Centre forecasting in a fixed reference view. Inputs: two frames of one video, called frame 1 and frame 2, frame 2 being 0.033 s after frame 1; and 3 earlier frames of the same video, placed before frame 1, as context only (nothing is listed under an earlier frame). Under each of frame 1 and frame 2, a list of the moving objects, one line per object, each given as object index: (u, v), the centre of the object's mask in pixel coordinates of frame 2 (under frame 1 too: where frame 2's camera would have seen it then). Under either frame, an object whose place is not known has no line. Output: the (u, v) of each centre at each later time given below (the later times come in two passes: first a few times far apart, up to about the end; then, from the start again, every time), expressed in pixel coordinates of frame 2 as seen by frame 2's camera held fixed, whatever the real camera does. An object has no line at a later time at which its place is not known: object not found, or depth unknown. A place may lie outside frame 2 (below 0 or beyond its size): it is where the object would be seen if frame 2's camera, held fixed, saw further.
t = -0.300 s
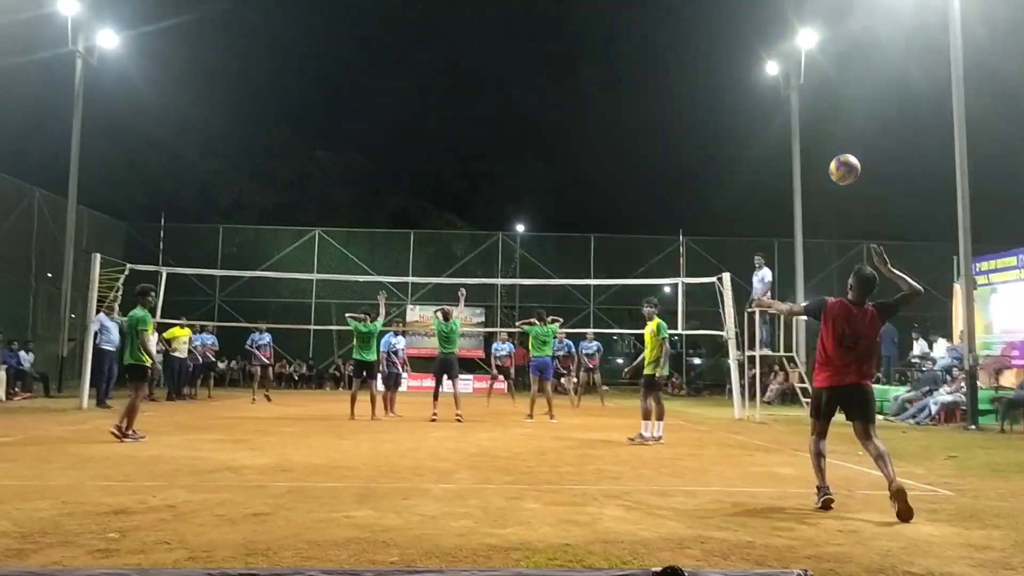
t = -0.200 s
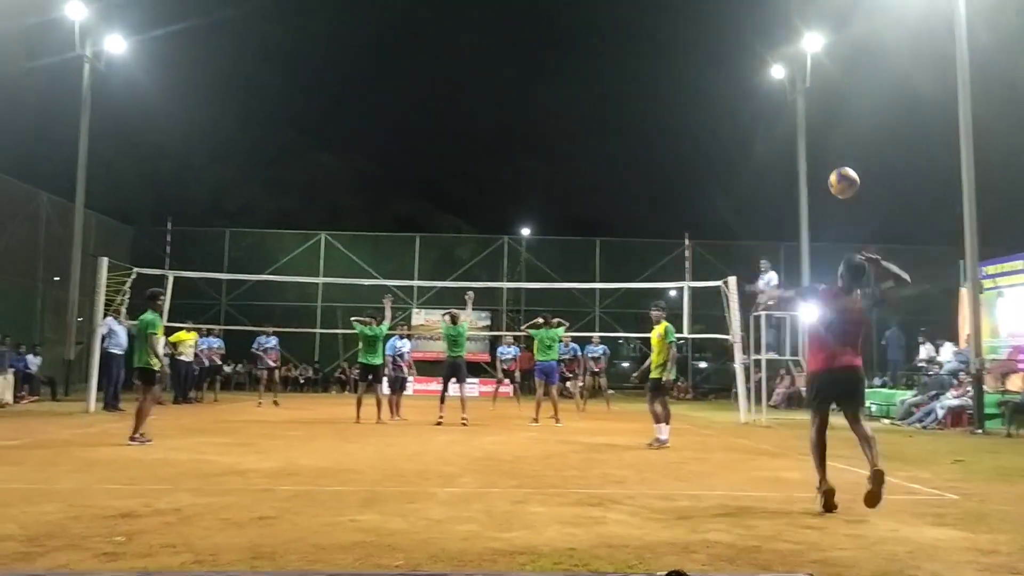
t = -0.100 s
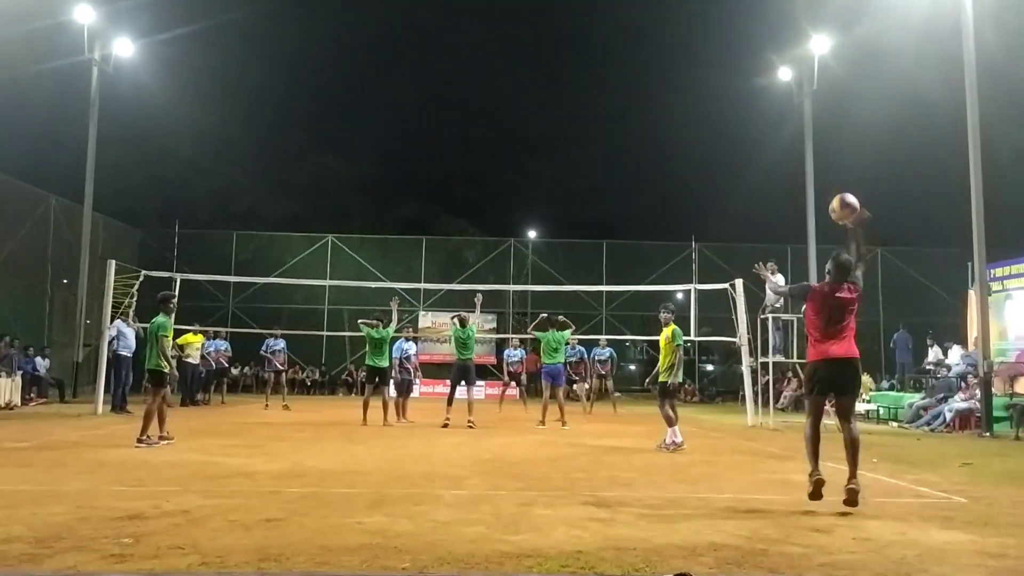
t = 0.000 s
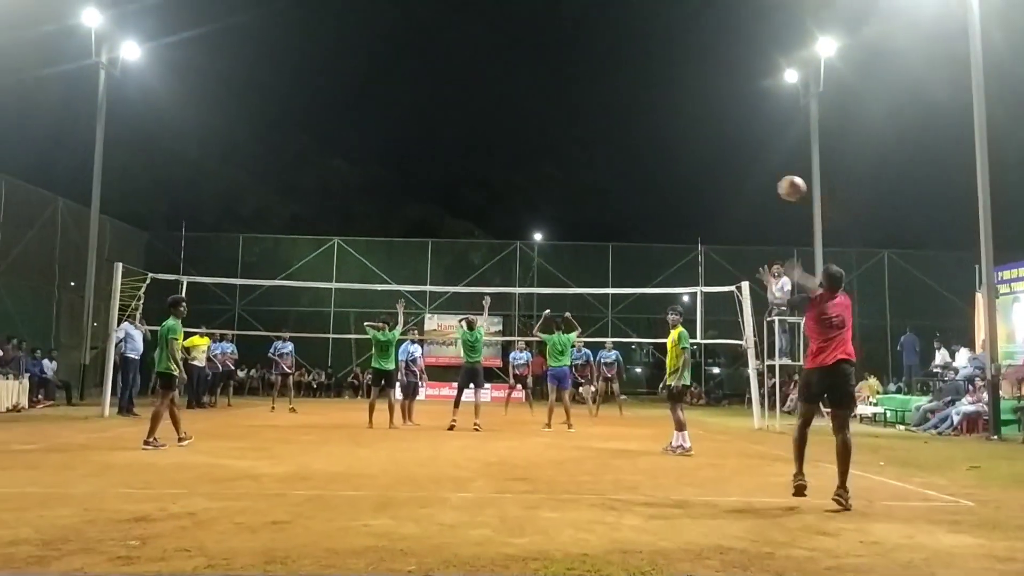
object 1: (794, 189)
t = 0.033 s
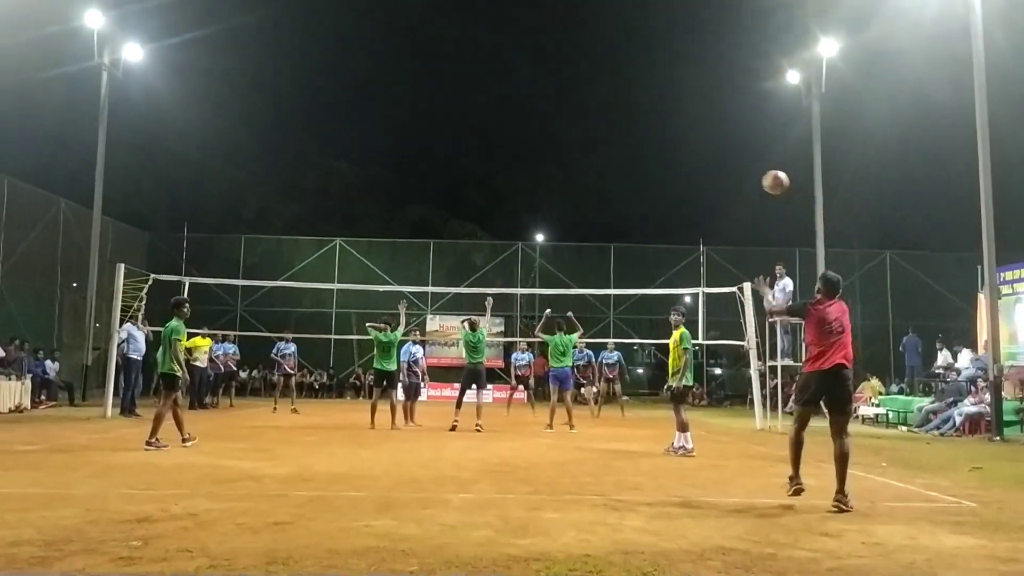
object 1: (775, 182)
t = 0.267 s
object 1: (690, 174)
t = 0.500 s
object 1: (641, 204)
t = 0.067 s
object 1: (759, 177)
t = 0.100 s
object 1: (745, 173)
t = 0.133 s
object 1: (732, 171)
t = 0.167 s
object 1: (720, 170)
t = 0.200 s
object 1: (709, 170)
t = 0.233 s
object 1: (699, 171)
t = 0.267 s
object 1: (690, 174)
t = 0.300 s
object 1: (682, 177)
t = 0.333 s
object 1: (674, 180)
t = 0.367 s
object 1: (668, 184)
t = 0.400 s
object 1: (661, 188)
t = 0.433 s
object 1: (654, 193)
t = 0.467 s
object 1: (647, 198)
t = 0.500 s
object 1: (641, 204)
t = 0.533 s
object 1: (635, 210)
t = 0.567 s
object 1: (630, 216)
